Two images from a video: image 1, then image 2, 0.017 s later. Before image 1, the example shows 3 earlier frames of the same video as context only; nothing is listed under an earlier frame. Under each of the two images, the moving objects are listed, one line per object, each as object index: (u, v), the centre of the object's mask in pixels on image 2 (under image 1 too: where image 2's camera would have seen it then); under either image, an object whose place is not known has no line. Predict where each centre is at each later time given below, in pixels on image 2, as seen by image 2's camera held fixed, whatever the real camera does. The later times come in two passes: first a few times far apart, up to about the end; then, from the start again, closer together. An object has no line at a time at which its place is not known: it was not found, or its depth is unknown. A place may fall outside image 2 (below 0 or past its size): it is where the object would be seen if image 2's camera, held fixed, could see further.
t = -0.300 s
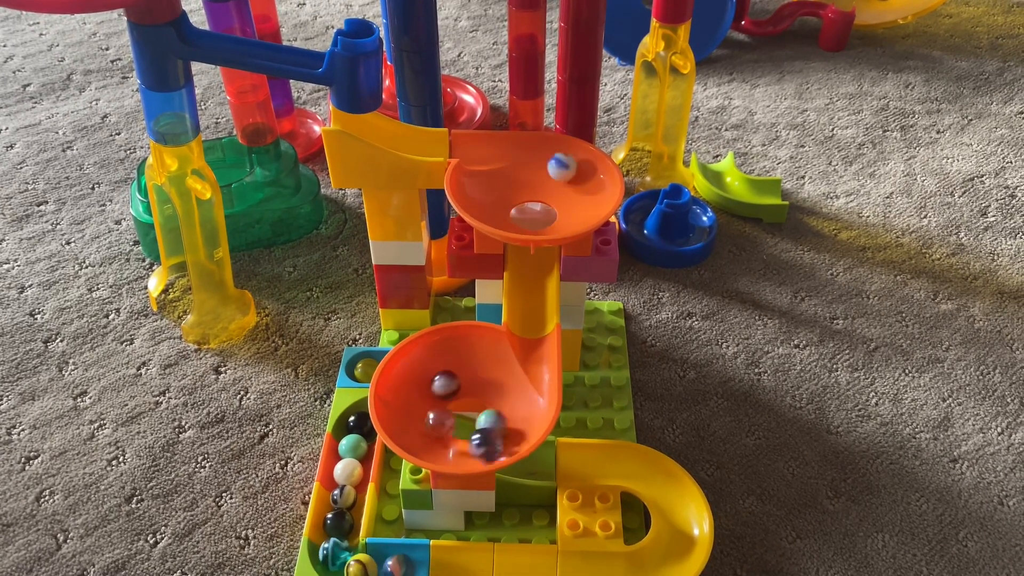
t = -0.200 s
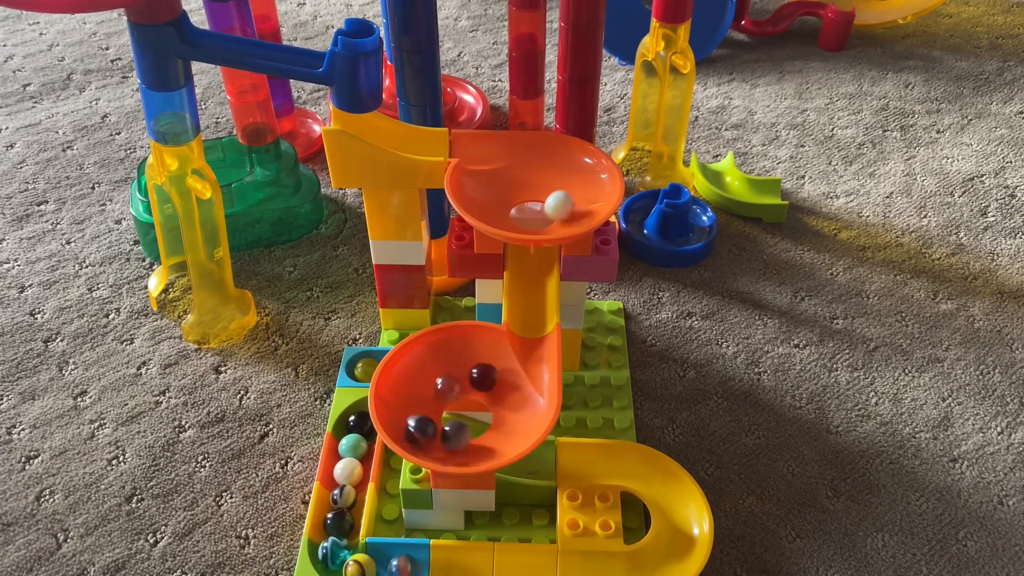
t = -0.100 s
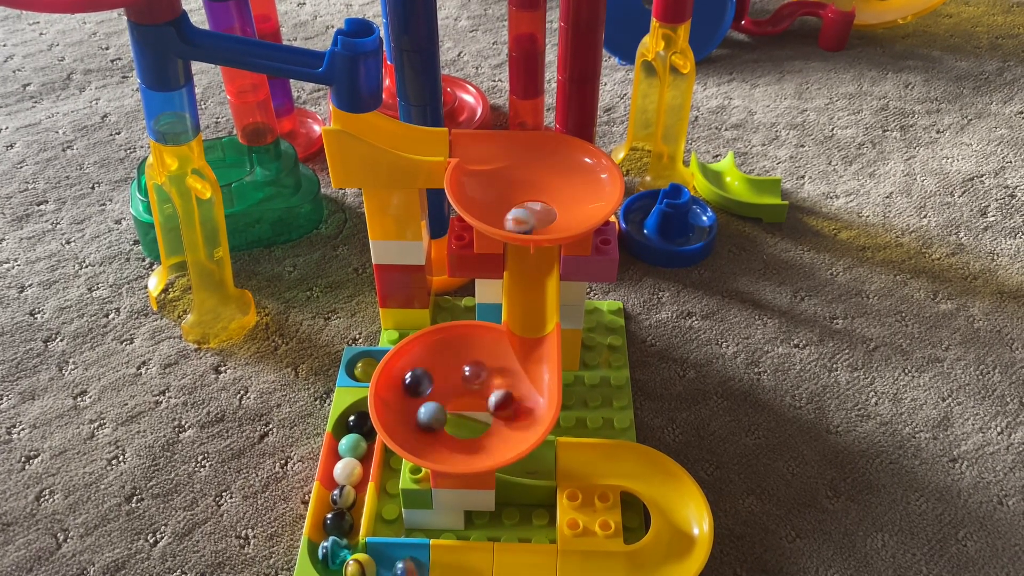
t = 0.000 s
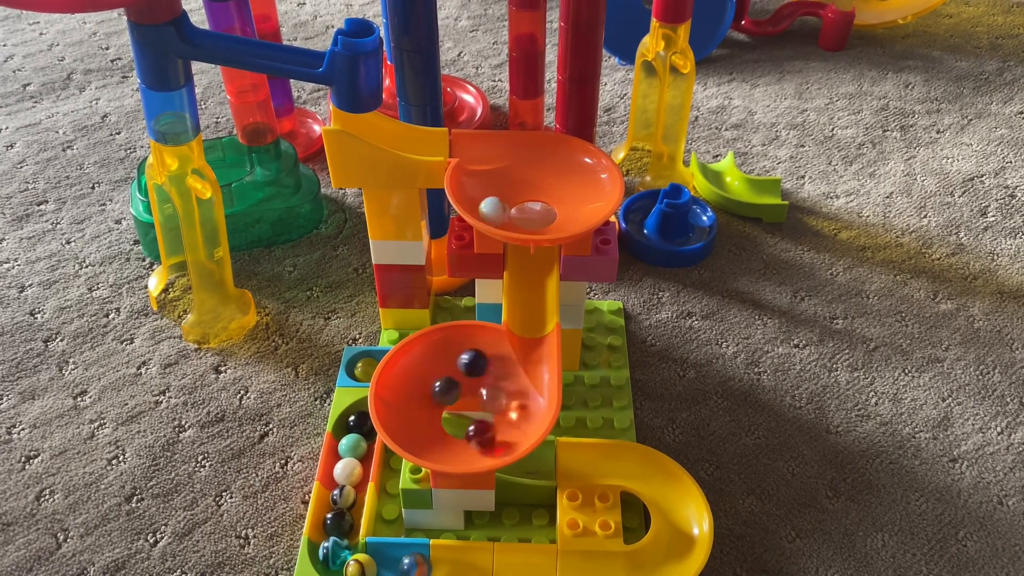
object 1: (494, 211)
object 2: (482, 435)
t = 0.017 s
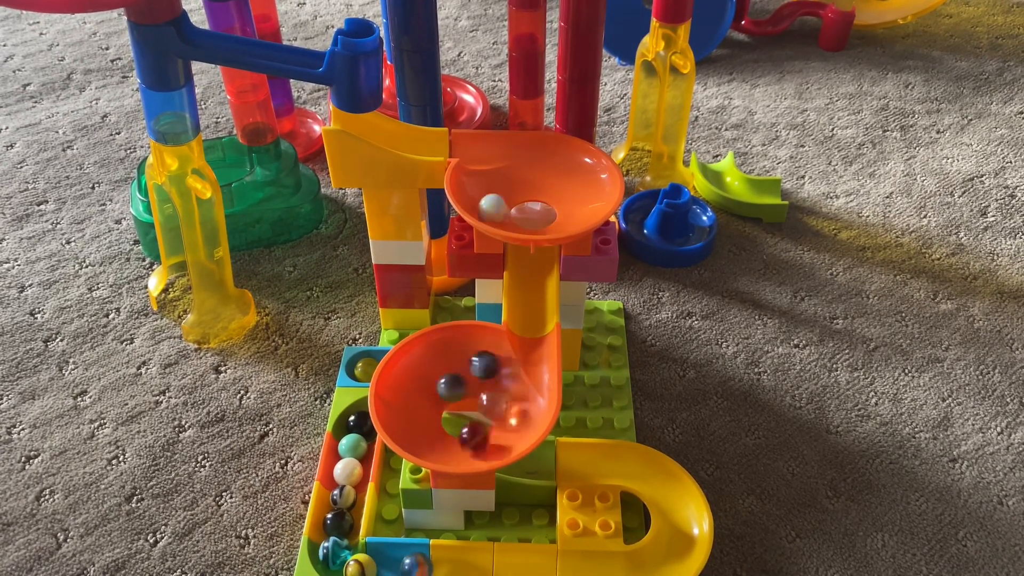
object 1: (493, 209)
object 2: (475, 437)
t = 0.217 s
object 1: (563, 167)
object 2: (436, 395)
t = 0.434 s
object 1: (523, 219)
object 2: (499, 397)
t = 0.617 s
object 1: (499, 195)
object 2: (459, 437)
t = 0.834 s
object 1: (577, 184)
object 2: (452, 381)
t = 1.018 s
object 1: (506, 214)
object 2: (510, 397)
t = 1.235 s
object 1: (528, 184)
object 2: (440, 429)
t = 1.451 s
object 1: (563, 209)
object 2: (464, 382)
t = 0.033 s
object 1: (494, 206)
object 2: (467, 437)
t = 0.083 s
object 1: (508, 192)
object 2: (447, 436)
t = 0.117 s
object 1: (521, 182)
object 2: (438, 428)
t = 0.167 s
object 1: (543, 170)
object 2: (432, 413)
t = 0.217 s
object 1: (563, 167)
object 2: (436, 395)
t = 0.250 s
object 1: (571, 171)
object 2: (445, 386)
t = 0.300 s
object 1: (573, 185)
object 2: (462, 376)
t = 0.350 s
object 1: (561, 205)
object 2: (480, 377)
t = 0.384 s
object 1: (547, 215)
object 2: (490, 383)
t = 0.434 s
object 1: (523, 219)
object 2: (499, 397)
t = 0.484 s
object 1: (501, 215)
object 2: (499, 414)
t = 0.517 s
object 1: (491, 210)
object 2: (493, 426)
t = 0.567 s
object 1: (488, 203)
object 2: (478, 437)
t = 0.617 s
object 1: (499, 195)
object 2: (459, 437)
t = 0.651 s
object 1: (512, 189)
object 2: (447, 434)
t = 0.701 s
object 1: (537, 179)
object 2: (436, 421)
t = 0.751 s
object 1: (560, 174)
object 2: (434, 405)
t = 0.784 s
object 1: (571, 175)
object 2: (439, 394)
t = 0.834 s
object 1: (577, 184)
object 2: (452, 381)
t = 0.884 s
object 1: (569, 200)
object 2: (468, 376)
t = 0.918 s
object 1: (556, 210)
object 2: (479, 377)
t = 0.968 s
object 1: (532, 218)
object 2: (496, 387)
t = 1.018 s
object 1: (506, 214)
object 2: (510, 397)
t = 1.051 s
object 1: (494, 211)
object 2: (513, 407)
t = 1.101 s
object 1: (486, 202)
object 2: (504, 422)
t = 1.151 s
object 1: (492, 194)
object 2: (483, 433)
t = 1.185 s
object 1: (503, 189)
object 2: (465, 434)
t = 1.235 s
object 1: (528, 184)
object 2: (440, 429)
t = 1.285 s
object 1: (553, 180)
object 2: (423, 416)
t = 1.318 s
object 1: (567, 180)
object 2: (421, 406)
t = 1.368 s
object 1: (577, 187)
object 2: (429, 392)
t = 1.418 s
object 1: (574, 199)
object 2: (449, 384)
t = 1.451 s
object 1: (563, 209)
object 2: (464, 382)
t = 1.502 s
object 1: (540, 217)
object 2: (489, 384)
